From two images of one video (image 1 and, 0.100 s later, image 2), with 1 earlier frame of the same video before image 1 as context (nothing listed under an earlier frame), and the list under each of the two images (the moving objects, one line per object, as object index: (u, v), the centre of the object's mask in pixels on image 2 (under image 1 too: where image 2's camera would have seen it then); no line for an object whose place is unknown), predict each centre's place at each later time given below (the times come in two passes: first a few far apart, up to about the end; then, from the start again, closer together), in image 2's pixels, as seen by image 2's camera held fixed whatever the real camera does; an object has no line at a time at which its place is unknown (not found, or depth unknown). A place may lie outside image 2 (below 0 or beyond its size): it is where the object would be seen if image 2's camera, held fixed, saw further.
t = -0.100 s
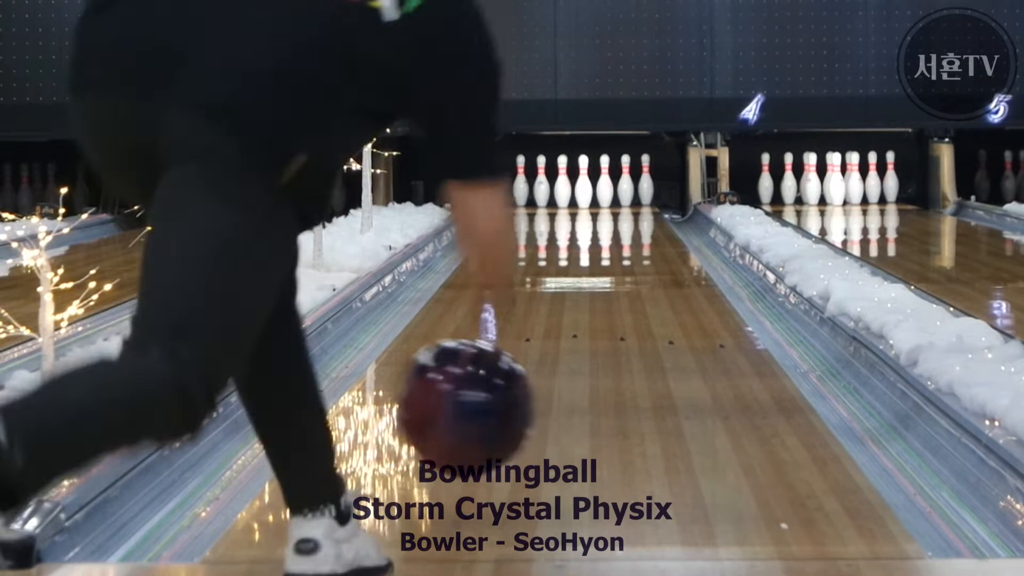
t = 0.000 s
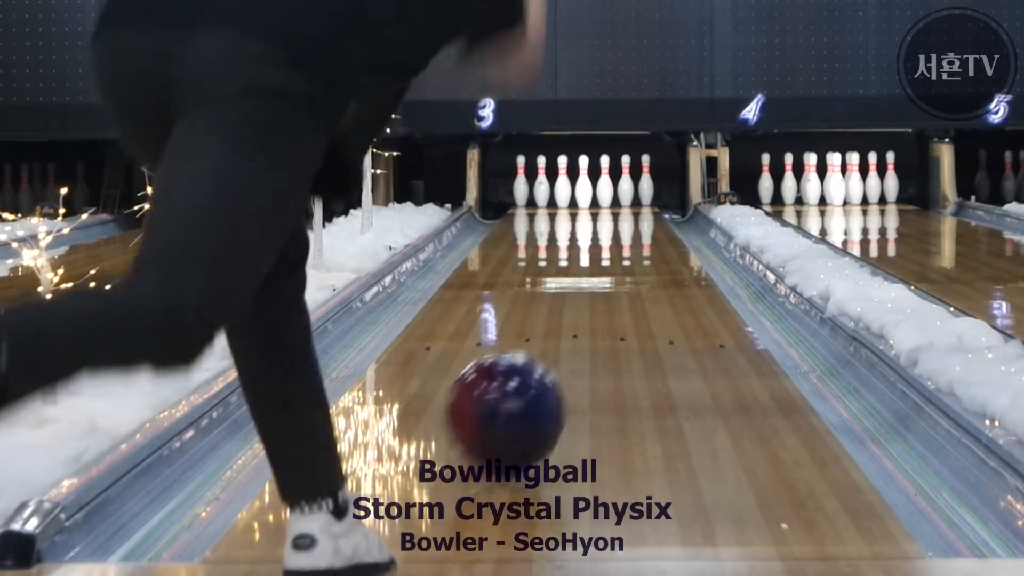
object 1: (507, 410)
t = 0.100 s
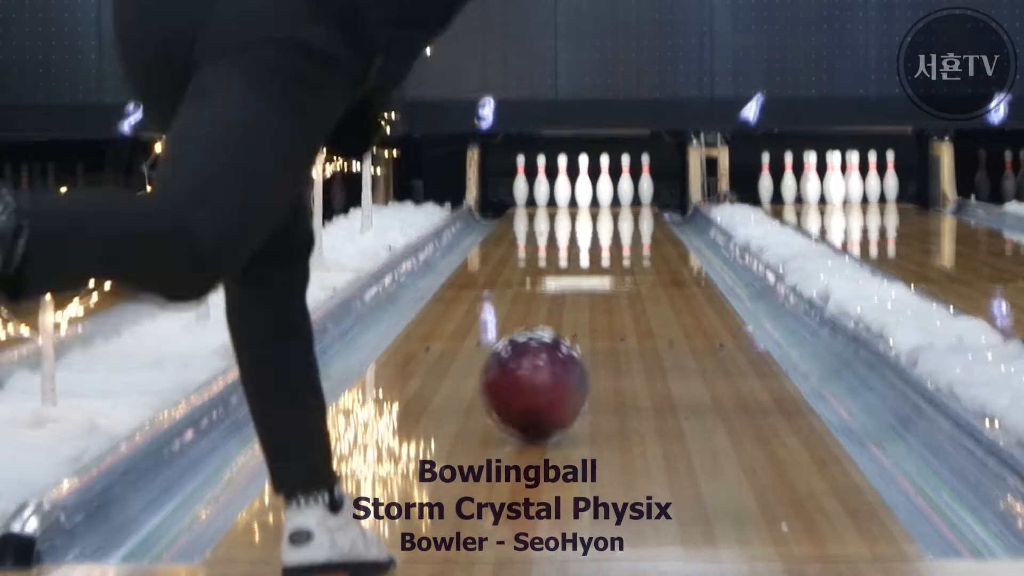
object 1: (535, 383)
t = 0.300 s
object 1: (580, 337)
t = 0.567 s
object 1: (617, 297)
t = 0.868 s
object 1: (643, 266)
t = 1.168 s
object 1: (660, 243)
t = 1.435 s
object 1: (666, 230)
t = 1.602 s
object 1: (667, 223)
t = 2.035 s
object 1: (656, 209)
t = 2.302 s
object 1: (639, 202)
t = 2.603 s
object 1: (612, 196)
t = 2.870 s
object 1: (608, 192)
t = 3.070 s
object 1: (608, 191)
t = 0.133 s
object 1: (544, 374)
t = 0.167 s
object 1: (552, 366)
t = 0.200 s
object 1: (560, 359)
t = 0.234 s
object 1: (567, 351)
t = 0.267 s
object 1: (574, 344)
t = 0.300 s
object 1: (580, 337)
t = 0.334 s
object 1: (585, 332)
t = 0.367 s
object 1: (591, 326)
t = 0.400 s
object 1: (596, 321)
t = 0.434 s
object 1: (600, 316)
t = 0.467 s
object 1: (605, 310)
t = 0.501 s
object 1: (609, 305)
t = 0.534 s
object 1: (613, 301)
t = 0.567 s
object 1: (617, 297)
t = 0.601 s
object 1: (621, 293)
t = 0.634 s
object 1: (624, 289)
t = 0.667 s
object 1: (627, 286)
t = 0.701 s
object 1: (630, 282)
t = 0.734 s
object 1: (633, 279)
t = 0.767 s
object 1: (636, 275)
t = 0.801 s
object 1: (639, 272)
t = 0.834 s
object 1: (641, 269)
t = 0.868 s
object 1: (643, 266)
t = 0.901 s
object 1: (646, 264)
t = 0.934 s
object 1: (648, 260)
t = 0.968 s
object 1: (650, 258)
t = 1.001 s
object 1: (652, 255)
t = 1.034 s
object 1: (654, 252)
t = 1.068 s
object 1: (655, 250)
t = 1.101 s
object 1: (656, 247)
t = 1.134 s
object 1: (658, 245)
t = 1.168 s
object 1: (660, 243)
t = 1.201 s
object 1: (661, 241)
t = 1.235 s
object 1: (662, 239)
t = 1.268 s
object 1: (663, 237)
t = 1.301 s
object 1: (664, 236)
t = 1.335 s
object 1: (665, 235)
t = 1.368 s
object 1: (665, 233)
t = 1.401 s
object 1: (666, 231)
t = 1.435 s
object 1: (666, 230)
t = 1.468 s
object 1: (666, 228)
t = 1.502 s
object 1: (667, 226)
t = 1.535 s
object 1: (667, 225)
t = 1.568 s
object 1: (667, 224)
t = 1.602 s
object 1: (667, 223)
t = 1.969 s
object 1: (660, 211)
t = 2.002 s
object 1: (658, 210)
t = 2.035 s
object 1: (656, 209)
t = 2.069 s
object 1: (655, 208)
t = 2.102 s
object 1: (654, 207)
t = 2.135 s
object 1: (652, 206)
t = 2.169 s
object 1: (649, 205)
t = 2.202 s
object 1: (647, 205)
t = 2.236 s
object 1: (645, 204)
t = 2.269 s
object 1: (642, 203)
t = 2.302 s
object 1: (639, 202)
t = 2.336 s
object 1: (636, 202)
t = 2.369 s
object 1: (633, 201)
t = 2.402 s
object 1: (630, 200)
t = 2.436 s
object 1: (626, 200)
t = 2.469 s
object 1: (624, 199)
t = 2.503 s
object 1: (621, 198)
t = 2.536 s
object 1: (618, 197)
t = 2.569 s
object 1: (615, 197)
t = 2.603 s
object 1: (612, 196)
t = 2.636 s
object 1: (609, 195)
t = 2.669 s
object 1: (607, 194)
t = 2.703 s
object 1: (604, 193)
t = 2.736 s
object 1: (603, 193)
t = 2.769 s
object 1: (604, 193)
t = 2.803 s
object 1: (606, 193)
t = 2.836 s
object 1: (607, 192)
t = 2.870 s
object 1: (608, 192)
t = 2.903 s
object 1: (608, 191)
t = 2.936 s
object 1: (609, 191)
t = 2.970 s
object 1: (608, 191)
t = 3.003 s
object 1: (609, 190)
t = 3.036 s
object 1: (608, 190)
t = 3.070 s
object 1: (608, 191)
